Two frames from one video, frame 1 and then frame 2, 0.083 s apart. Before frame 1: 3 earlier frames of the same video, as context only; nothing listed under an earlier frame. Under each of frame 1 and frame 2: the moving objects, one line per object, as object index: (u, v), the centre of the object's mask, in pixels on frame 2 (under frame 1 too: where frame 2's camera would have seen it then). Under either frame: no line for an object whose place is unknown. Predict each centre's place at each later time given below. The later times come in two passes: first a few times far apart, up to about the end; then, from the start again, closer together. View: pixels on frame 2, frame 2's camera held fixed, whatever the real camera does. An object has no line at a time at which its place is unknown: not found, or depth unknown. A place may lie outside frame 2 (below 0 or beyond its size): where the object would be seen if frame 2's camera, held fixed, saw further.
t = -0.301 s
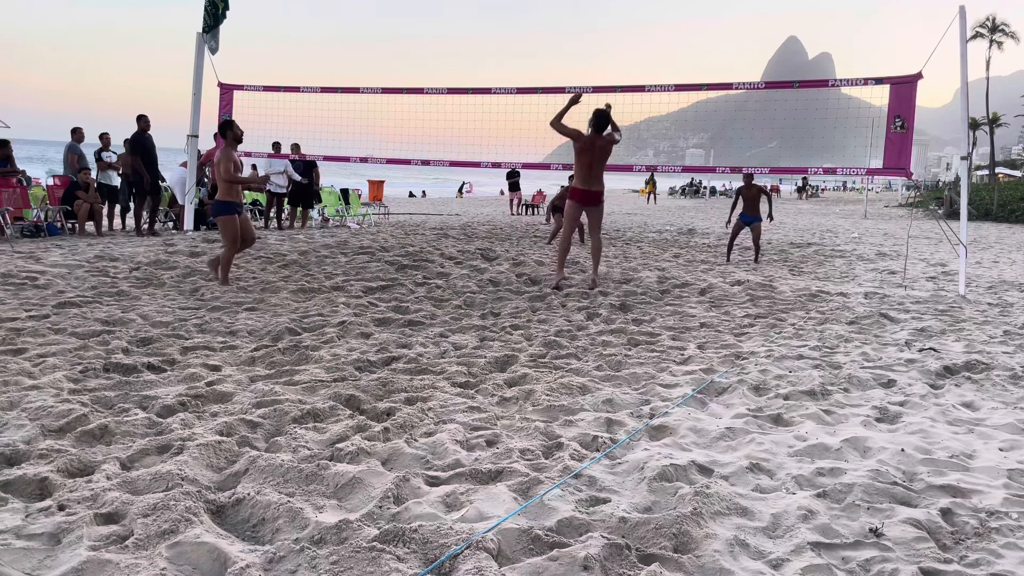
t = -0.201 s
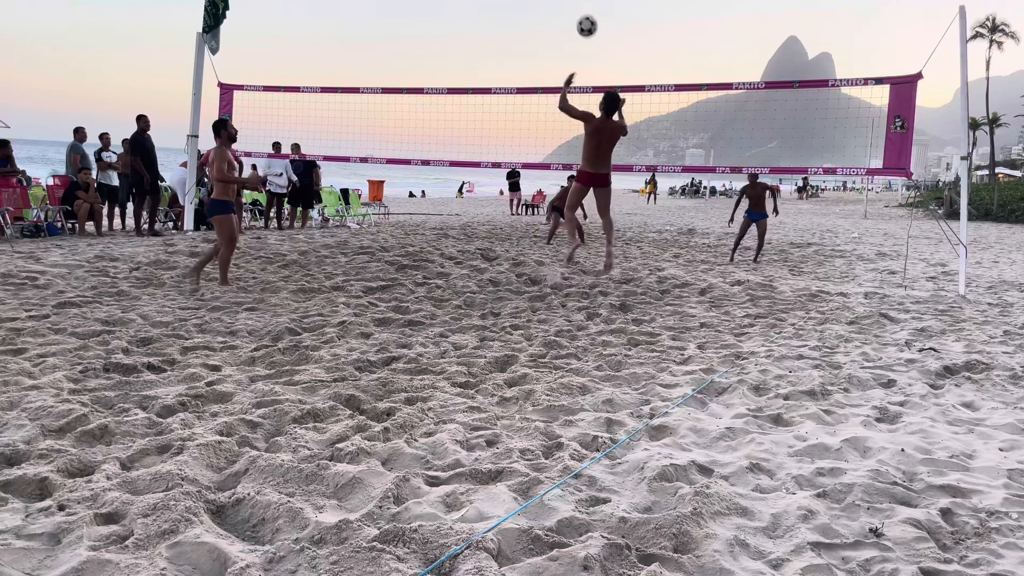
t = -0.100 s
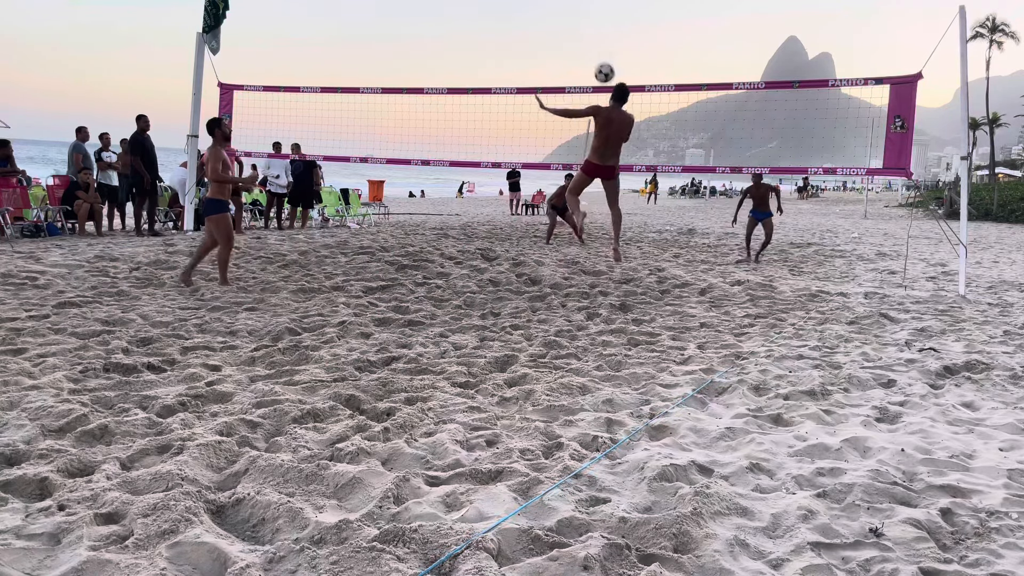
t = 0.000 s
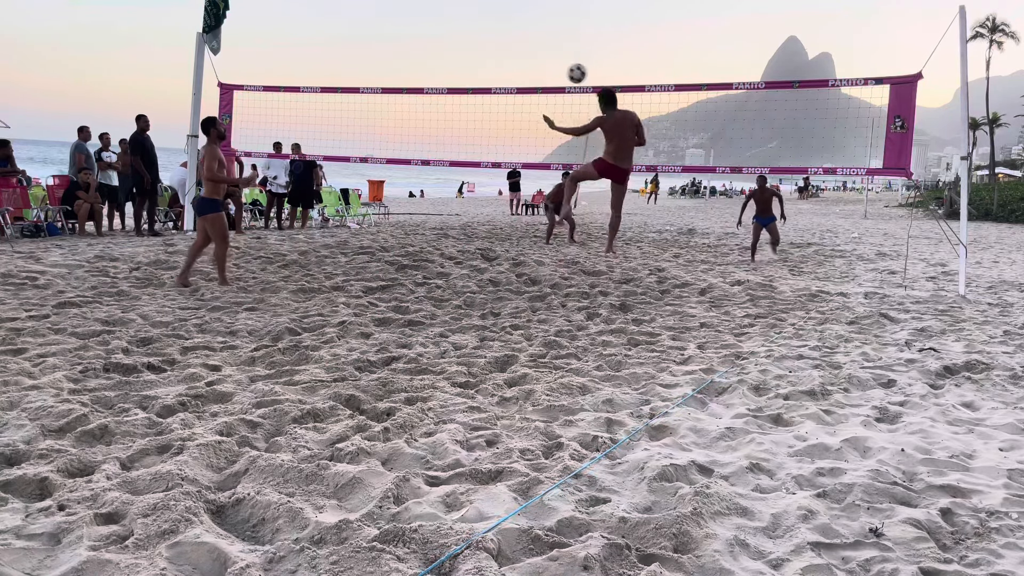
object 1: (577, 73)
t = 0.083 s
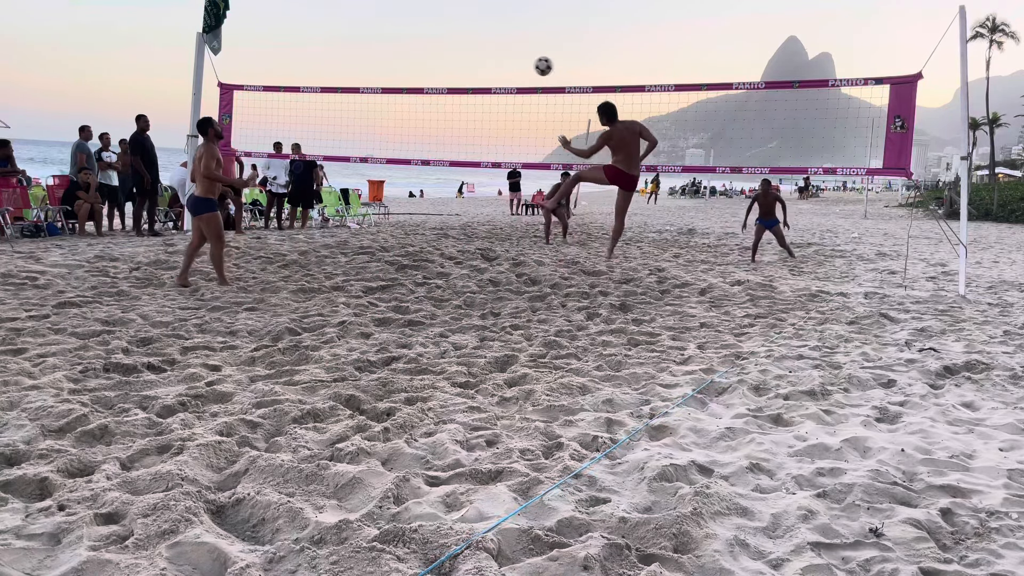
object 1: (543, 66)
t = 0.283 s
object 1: (473, 73)
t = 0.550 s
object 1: (401, 106)
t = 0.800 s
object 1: (347, 169)
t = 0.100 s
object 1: (537, 65)
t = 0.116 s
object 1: (531, 65)
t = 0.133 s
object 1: (524, 65)
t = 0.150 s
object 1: (518, 65)
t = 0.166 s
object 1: (512, 65)
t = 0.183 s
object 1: (506, 65)
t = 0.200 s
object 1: (501, 66)
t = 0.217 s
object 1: (495, 67)
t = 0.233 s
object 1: (489, 68)
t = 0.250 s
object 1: (484, 70)
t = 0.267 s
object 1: (478, 71)
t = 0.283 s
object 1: (473, 73)
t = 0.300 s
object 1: (467, 75)
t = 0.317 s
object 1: (462, 77)
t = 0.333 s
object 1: (457, 79)
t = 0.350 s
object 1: (452, 81)
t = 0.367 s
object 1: (447, 83)
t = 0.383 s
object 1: (443, 83)
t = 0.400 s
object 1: (438, 84)
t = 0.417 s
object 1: (434, 85)
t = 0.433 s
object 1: (430, 86)
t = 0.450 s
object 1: (425, 87)
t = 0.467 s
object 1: (421, 98)
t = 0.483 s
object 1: (417, 99)
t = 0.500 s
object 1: (413, 100)
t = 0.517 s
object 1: (409, 101)
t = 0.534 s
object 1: (405, 103)
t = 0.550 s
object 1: (401, 106)
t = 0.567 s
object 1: (397, 109)
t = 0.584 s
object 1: (393, 111)
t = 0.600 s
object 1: (389, 116)
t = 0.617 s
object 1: (385, 120)
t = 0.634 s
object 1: (381, 123)
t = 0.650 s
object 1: (378, 127)
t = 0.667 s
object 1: (374, 131)
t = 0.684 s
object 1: (371, 135)
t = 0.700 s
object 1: (367, 140)
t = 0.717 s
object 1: (364, 144)
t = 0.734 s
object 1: (360, 148)
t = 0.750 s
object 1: (357, 152)
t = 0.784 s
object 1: (351, 166)
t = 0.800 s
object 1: (347, 169)
